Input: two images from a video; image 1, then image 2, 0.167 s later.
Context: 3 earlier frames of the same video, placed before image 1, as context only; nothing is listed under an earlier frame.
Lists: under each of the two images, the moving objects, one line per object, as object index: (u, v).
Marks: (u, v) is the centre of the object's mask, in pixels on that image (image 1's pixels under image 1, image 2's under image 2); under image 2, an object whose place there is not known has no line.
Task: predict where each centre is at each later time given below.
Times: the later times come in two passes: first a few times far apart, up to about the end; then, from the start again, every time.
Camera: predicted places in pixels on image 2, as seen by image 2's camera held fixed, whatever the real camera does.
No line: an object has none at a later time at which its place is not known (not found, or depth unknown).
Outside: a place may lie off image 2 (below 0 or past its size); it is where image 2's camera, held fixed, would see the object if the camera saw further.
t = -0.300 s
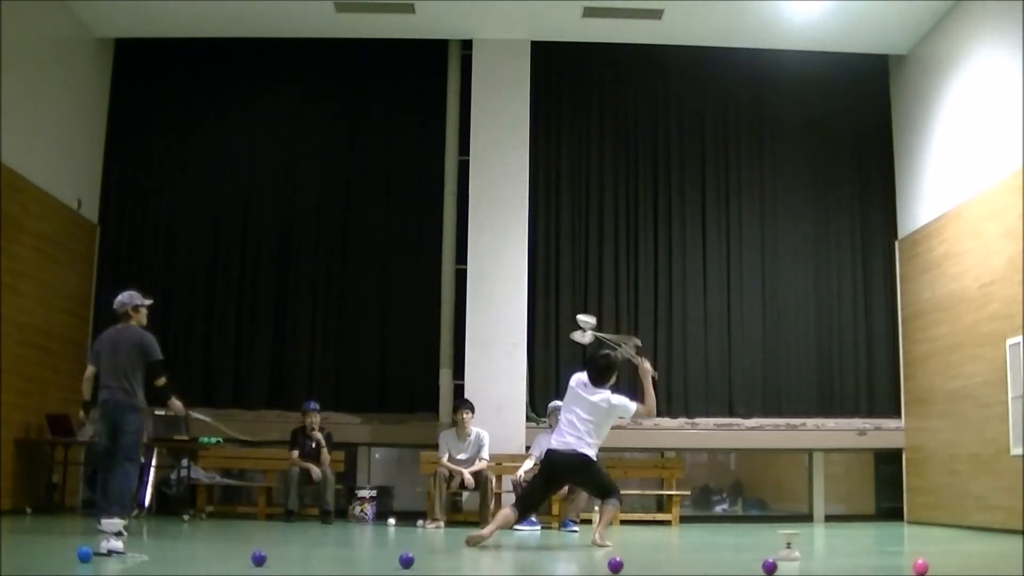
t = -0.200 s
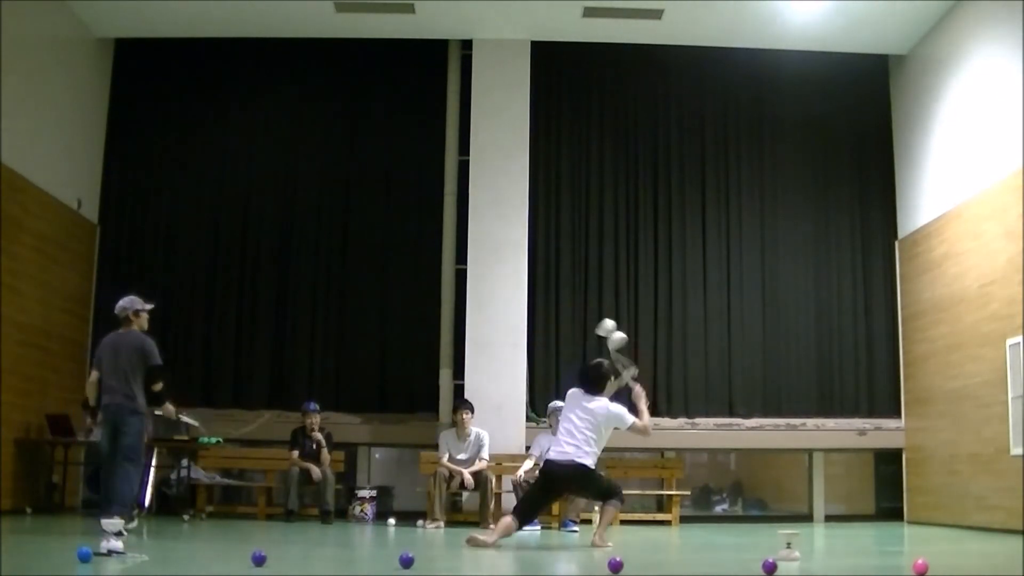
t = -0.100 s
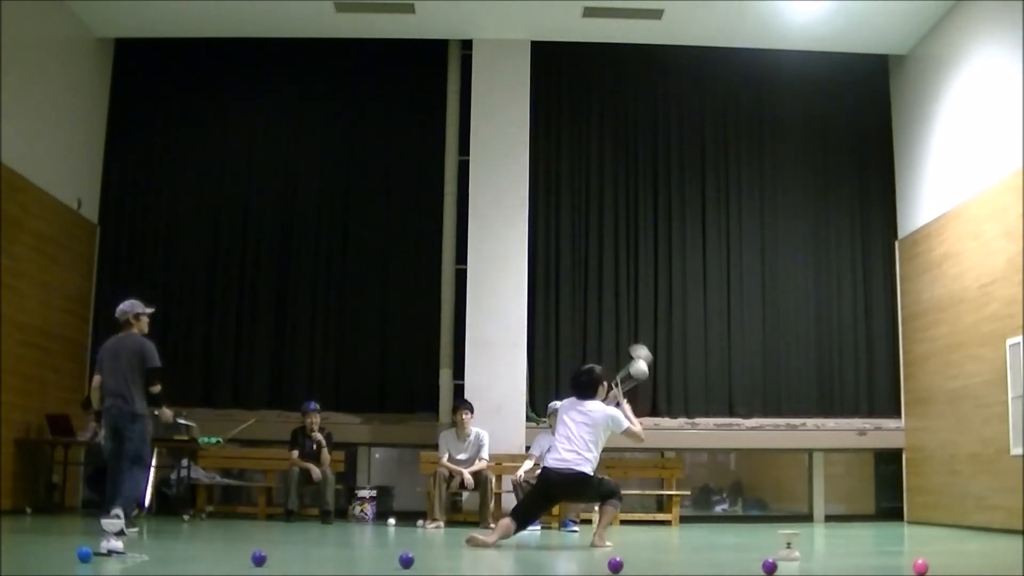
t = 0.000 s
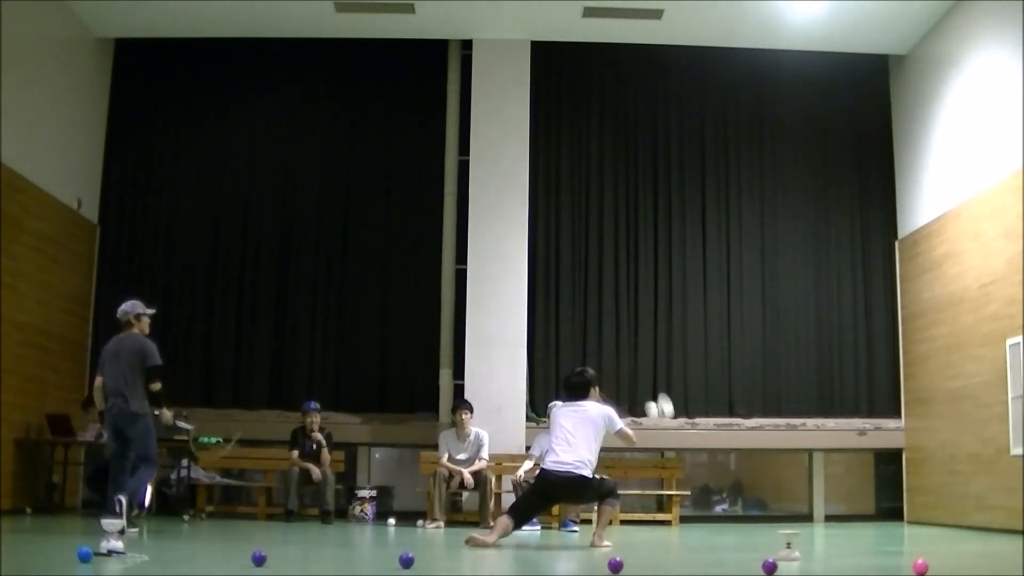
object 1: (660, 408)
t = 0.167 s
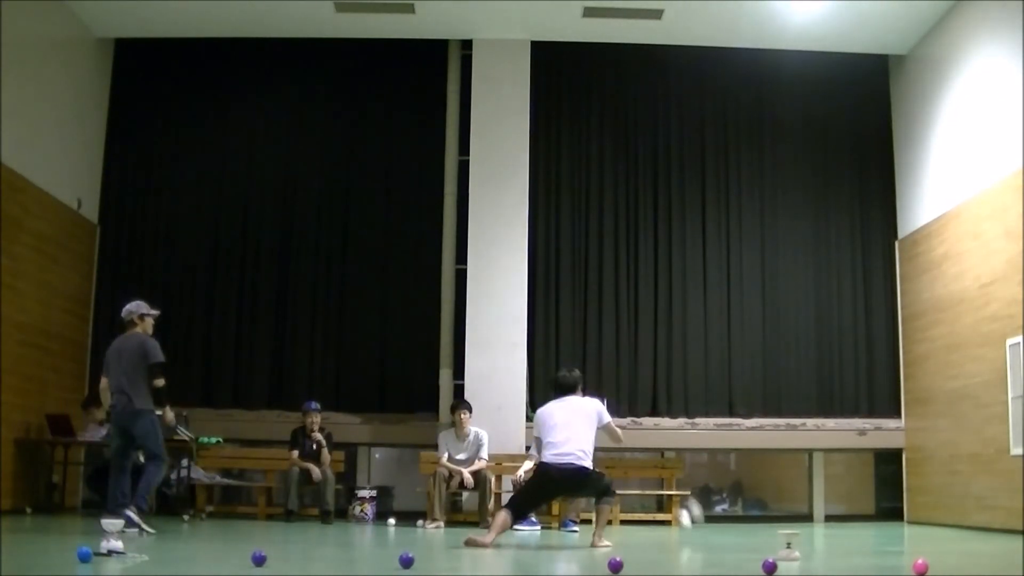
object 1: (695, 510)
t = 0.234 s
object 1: (713, 520)
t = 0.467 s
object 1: (800, 515)
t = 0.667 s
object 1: (877, 524)
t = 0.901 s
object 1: (956, 511)
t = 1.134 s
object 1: (1012, 516)
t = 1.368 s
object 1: (982, 522)
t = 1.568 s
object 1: (978, 520)
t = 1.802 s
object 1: (978, 522)
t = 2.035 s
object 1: (955, 524)
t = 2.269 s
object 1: (938, 523)
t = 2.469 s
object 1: (925, 522)
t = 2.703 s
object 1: (910, 522)
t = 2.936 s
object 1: (896, 521)
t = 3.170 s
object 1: (883, 520)
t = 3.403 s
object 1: (869, 520)
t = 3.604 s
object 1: (859, 520)
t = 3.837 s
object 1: (847, 519)
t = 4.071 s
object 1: (836, 519)
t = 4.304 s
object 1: (826, 519)
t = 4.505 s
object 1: (817, 518)
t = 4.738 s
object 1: (807, 518)
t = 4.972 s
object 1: (799, 516)
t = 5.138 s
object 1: (798, 517)
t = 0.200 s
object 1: (699, 529)
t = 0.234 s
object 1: (713, 520)
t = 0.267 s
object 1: (725, 519)
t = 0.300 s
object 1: (742, 509)
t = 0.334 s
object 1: (751, 512)
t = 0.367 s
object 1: (764, 510)
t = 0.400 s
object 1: (776, 512)
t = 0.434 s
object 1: (792, 508)
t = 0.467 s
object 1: (800, 515)
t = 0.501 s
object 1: (813, 516)
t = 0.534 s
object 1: (824, 525)
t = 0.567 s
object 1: (839, 519)
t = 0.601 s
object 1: (852, 522)
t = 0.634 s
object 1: (863, 521)
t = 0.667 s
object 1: (877, 524)
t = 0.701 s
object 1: (887, 521)
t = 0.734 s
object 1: (901, 514)
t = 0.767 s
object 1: (912, 515)
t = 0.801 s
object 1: (922, 513)
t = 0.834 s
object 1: (933, 511)
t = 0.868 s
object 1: (943, 510)
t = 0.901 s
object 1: (956, 511)
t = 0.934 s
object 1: (966, 512)
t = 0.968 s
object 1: (976, 515)
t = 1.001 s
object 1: (987, 521)
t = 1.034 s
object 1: (997, 525)
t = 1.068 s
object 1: (1004, 524)
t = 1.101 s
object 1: (1010, 519)
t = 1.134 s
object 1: (1012, 516)
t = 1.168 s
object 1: (1007, 513)
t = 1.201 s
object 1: (1003, 513)
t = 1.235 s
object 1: (997, 512)
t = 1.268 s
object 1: (993, 516)
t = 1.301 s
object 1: (989, 519)
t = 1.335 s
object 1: (984, 523)
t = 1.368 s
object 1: (982, 522)
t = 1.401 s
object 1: (981, 520)
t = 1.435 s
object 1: (980, 518)
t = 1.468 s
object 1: (980, 518)
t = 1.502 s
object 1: (979, 520)
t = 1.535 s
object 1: (978, 521)
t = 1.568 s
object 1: (978, 520)
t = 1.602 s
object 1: (978, 520)
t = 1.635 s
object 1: (978, 520)
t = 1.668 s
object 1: (980, 520)
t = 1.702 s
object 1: (980, 520)
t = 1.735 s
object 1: (981, 520)
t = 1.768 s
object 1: (981, 521)
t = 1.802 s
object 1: (978, 522)
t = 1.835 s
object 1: (975, 523)
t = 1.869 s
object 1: (971, 525)
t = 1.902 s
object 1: (968, 524)
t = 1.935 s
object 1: (964, 524)
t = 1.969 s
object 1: (961, 524)
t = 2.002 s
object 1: (958, 524)
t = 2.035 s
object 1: (955, 524)
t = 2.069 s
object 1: (952, 524)
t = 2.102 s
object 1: (950, 524)
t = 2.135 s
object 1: (948, 524)
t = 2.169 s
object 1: (945, 524)
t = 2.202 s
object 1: (943, 524)
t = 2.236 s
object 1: (941, 523)
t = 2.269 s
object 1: (938, 523)
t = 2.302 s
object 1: (936, 523)
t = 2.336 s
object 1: (934, 523)
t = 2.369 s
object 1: (931, 523)
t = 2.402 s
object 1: (929, 523)
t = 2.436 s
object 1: (927, 523)
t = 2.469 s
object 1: (925, 522)
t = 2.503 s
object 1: (922, 523)
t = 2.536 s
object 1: (920, 522)
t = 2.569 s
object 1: (918, 522)
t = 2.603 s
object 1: (916, 522)
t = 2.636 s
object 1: (914, 522)
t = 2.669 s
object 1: (912, 522)
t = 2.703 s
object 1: (910, 522)
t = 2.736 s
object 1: (908, 522)
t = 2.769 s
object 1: (906, 522)
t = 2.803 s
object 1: (903, 521)
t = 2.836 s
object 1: (901, 521)
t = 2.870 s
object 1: (900, 521)
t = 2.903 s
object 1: (897, 521)
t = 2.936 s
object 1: (896, 521)
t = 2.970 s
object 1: (893, 521)
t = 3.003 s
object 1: (892, 521)
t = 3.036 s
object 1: (890, 521)
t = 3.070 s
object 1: (888, 521)
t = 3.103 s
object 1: (886, 520)
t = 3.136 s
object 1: (884, 520)
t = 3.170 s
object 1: (883, 520)
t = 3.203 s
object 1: (880, 520)
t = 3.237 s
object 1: (878, 520)
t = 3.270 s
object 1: (876, 520)
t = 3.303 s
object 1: (875, 520)
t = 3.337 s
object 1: (873, 520)
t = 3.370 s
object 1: (871, 520)
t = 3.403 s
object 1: (869, 520)
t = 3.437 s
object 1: (867, 520)
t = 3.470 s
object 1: (865, 520)
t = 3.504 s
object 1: (864, 520)
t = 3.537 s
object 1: (862, 520)
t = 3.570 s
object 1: (860, 520)
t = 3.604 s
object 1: (859, 520)
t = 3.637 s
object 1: (857, 520)
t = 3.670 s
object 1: (856, 519)
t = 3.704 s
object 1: (854, 519)
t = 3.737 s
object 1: (852, 520)
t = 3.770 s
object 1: (850, 519)
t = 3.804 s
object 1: (849, 519)
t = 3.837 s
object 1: (847, 519)
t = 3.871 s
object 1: (846, 519)
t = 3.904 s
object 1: (844, 519)
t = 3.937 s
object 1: (842, 519)
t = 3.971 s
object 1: (840, 519)
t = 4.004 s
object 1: (839, 519)
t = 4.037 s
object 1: (837, 519)
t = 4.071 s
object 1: (836, 519)
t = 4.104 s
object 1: (834, 519)
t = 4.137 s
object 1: (833, 519)
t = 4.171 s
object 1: (831, 519)
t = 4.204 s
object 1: (830, 519)
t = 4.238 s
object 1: (829, 519)
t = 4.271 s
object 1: (827, 519)
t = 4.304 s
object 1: (826, 519)
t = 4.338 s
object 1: (824, 519)
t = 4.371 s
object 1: (822, 519)
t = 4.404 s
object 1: (821, 518)
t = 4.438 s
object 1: (820, 518)
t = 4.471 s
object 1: (818, 518)
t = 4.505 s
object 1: (817, 518)
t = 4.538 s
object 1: (815, 518)
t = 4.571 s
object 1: (814, 518)
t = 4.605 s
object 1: (813, 518)
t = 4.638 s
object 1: (812, 518)
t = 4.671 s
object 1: (810, 518)
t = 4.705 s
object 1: (809, 518)
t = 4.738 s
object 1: (807, 518)
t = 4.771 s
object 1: (805, 518)
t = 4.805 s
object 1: (804, 518)
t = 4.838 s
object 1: (803, 518)
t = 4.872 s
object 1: (802, 518)
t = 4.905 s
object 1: (801, 518)
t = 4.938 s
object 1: (800, 517)
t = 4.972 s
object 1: (799, 516)
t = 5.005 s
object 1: (798, 516)
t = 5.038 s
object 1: (798, 516)
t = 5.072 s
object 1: (798, 516)
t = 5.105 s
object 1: (798, 517)
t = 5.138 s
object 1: (798, 517)
